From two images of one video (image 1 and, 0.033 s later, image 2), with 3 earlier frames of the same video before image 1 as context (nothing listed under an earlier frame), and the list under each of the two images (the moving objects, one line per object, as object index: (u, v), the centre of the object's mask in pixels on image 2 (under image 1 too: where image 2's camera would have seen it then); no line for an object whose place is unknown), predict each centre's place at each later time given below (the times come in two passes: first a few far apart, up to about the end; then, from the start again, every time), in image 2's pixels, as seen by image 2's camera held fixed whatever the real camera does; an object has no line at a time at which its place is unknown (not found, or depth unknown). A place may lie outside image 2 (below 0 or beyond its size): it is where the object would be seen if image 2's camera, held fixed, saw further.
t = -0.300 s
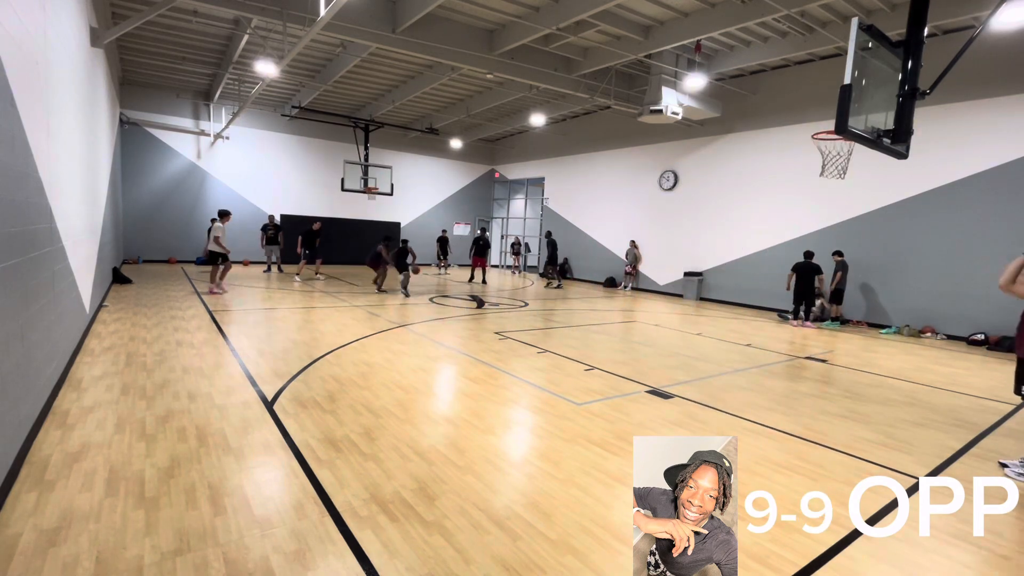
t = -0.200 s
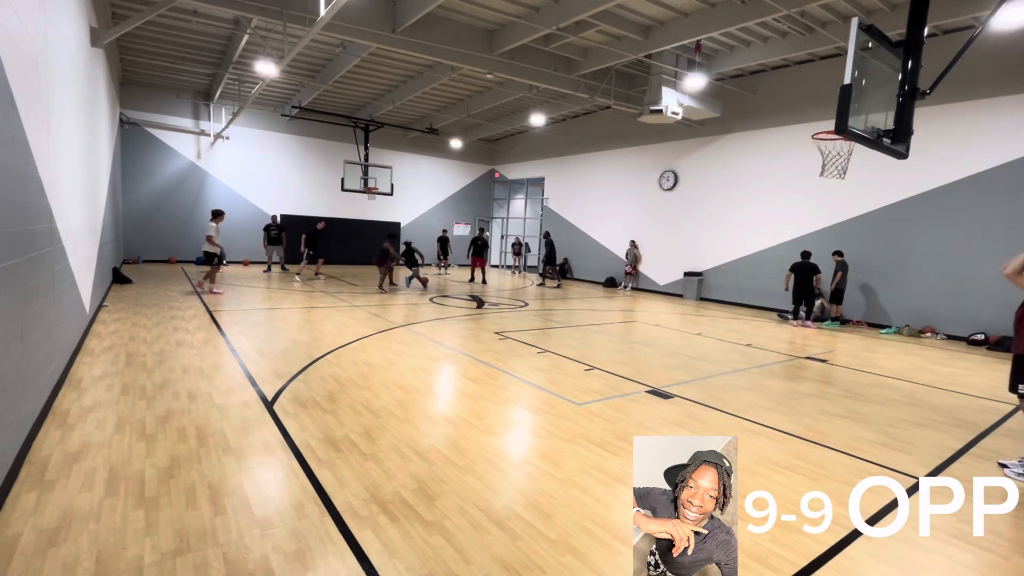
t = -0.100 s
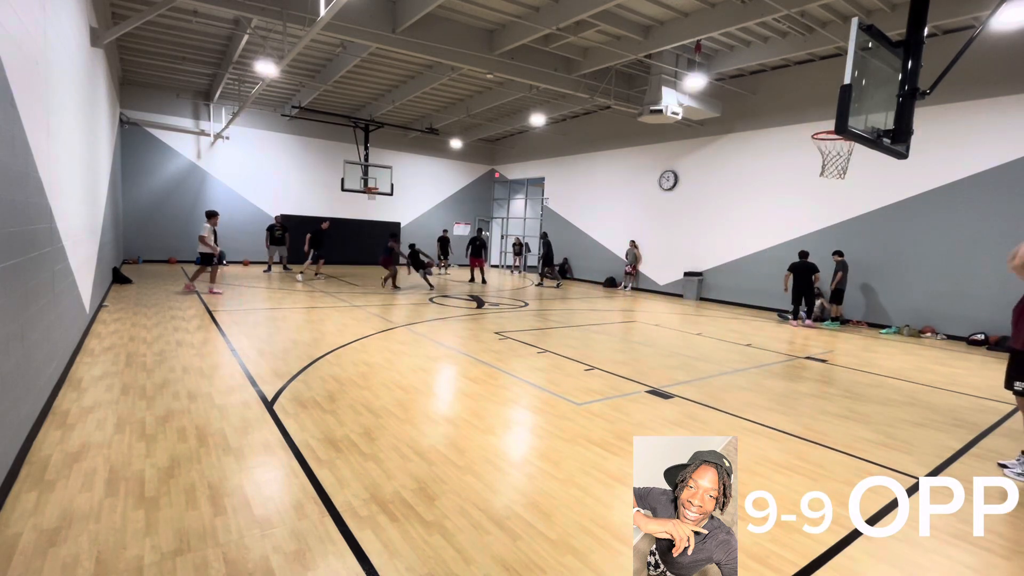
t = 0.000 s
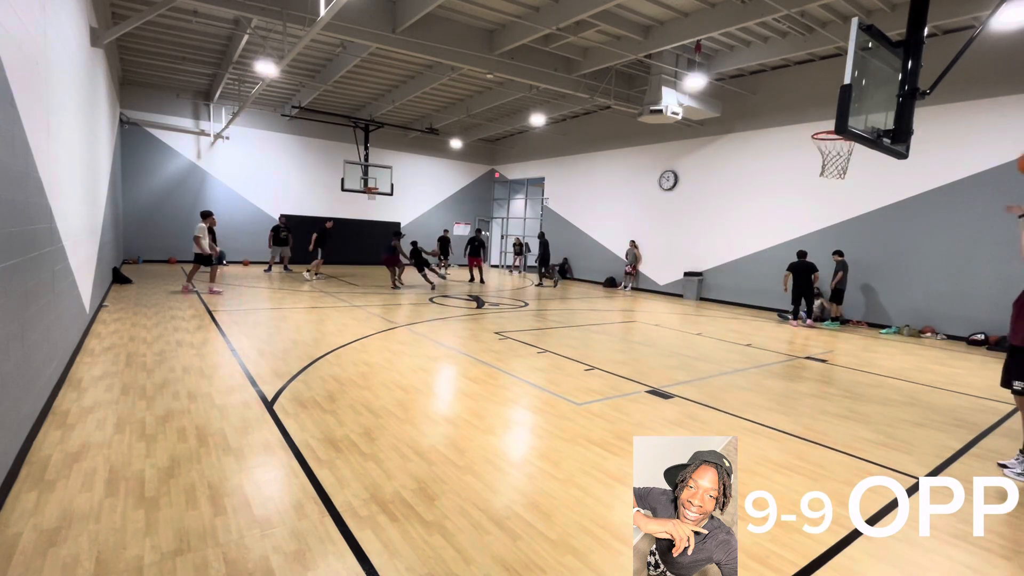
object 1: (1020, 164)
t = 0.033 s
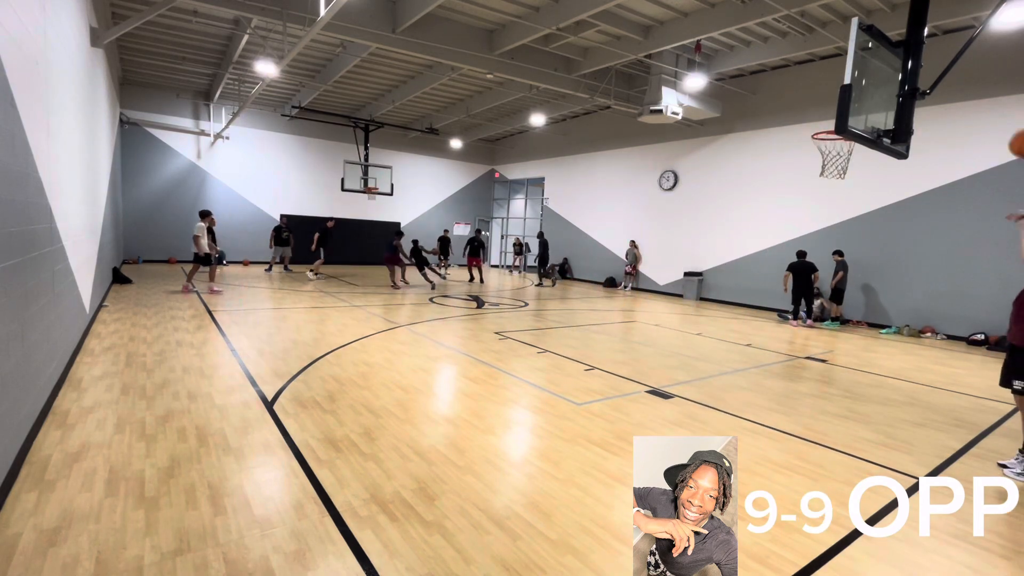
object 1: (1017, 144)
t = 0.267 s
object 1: (969, 59)
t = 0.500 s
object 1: (909, 48)
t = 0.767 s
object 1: (894, 93)
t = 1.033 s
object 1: (937, 198)
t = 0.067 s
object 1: (1013, 127)
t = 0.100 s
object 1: (1009, 111)
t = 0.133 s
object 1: (1004, 97)
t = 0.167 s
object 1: (995, 85)
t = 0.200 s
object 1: (986, 75)
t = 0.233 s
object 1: (977, 66)
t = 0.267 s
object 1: (969, 59)
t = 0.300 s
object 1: (960, 54)
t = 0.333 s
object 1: (951, 50)
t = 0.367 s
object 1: (942, 47)
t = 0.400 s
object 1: (934, 46)
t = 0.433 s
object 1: (926, 45)
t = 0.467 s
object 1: (917, 46)
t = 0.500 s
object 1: (909, 48)
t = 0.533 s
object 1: (901, 51)
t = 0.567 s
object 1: (894, 56)
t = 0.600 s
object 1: (885, 61)
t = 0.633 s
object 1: (878, 67)
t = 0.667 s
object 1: (877, 73)
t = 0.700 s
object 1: (883, 78)
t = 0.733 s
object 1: (888, 85)
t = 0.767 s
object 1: (894, 93)
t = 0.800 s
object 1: (900, 101)
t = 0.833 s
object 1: (906, 112)
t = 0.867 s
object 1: (911, 123)
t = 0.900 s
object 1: (917, 135)
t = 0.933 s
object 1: (922, 149)
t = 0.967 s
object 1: (927, 164)
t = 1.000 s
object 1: (932, 181)
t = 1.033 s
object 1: (937, 198)
